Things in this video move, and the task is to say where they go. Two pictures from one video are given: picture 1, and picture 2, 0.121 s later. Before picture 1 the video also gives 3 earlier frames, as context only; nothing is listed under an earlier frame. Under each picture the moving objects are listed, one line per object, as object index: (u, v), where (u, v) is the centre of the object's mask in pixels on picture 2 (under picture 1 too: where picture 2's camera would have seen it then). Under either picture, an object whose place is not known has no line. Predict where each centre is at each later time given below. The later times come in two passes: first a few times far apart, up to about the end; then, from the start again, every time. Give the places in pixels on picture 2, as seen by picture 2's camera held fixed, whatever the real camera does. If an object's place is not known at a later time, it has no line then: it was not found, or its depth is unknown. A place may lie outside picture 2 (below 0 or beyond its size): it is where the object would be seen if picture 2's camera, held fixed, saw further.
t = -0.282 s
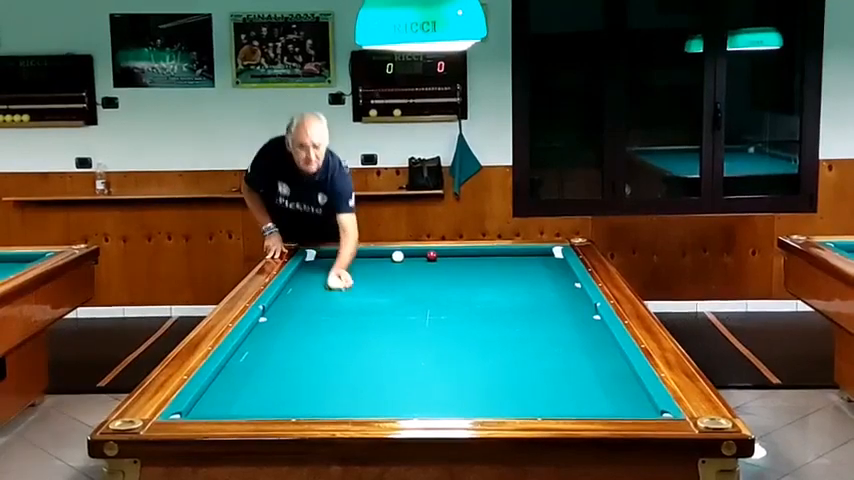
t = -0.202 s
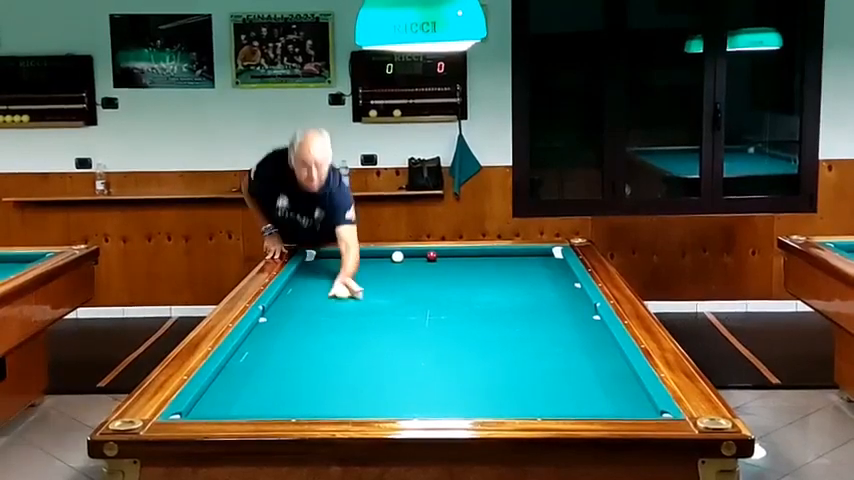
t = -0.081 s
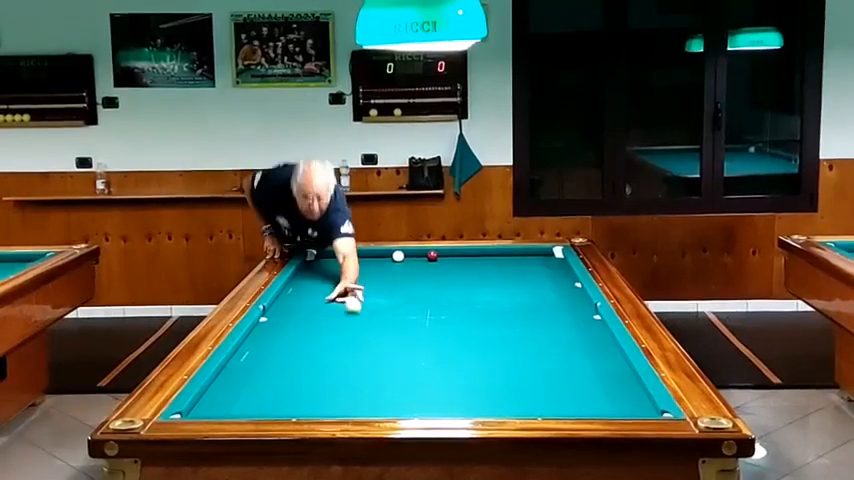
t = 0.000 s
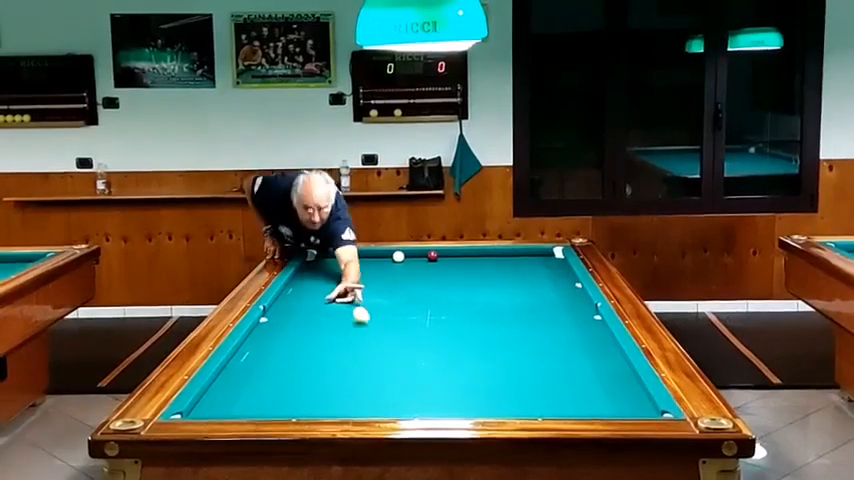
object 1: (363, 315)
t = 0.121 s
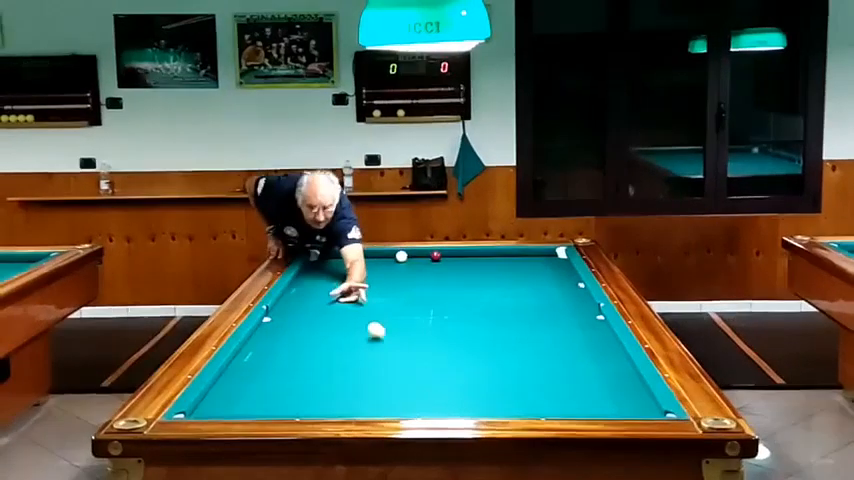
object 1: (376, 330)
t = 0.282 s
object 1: (393, 352)
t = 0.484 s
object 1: (416, 382)
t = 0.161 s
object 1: (380, 336)
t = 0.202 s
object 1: (384, 341)
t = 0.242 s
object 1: (389, 346)
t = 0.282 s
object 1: (393, 352)
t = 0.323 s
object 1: (397, 357)
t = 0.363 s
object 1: (402, 363)
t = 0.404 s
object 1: (407, 369)
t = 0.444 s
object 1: (412, 375)
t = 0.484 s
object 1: (416, 382)
